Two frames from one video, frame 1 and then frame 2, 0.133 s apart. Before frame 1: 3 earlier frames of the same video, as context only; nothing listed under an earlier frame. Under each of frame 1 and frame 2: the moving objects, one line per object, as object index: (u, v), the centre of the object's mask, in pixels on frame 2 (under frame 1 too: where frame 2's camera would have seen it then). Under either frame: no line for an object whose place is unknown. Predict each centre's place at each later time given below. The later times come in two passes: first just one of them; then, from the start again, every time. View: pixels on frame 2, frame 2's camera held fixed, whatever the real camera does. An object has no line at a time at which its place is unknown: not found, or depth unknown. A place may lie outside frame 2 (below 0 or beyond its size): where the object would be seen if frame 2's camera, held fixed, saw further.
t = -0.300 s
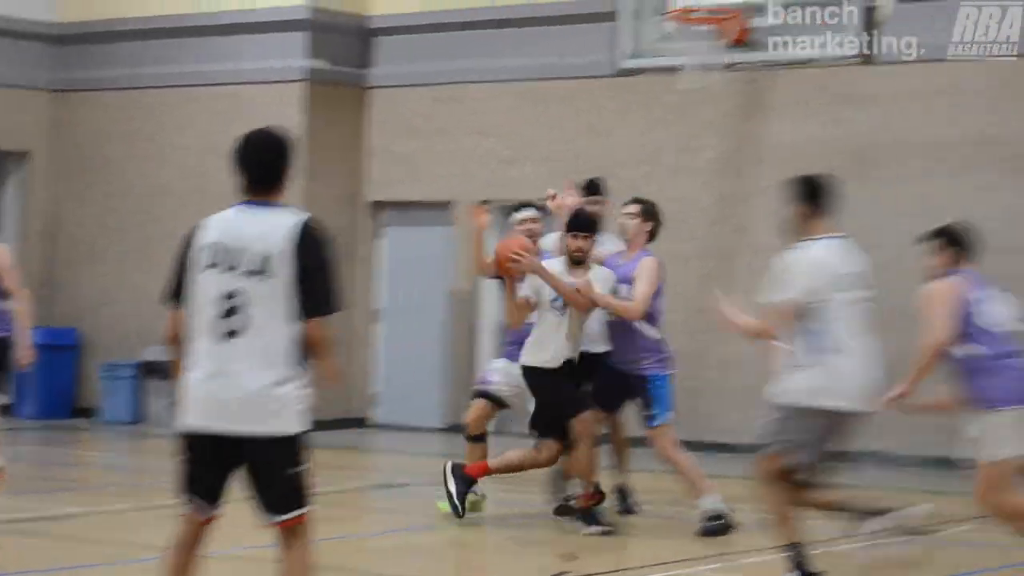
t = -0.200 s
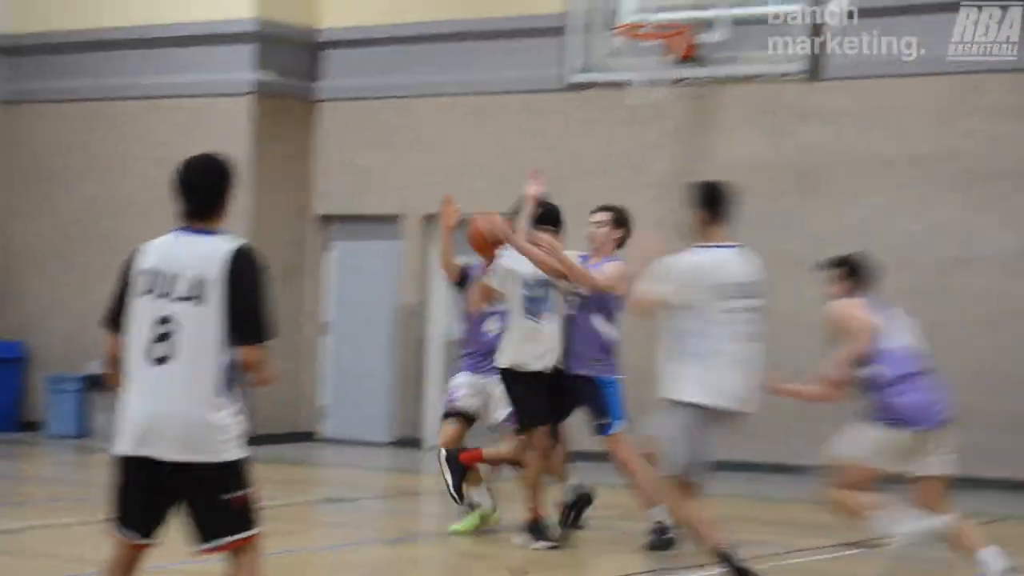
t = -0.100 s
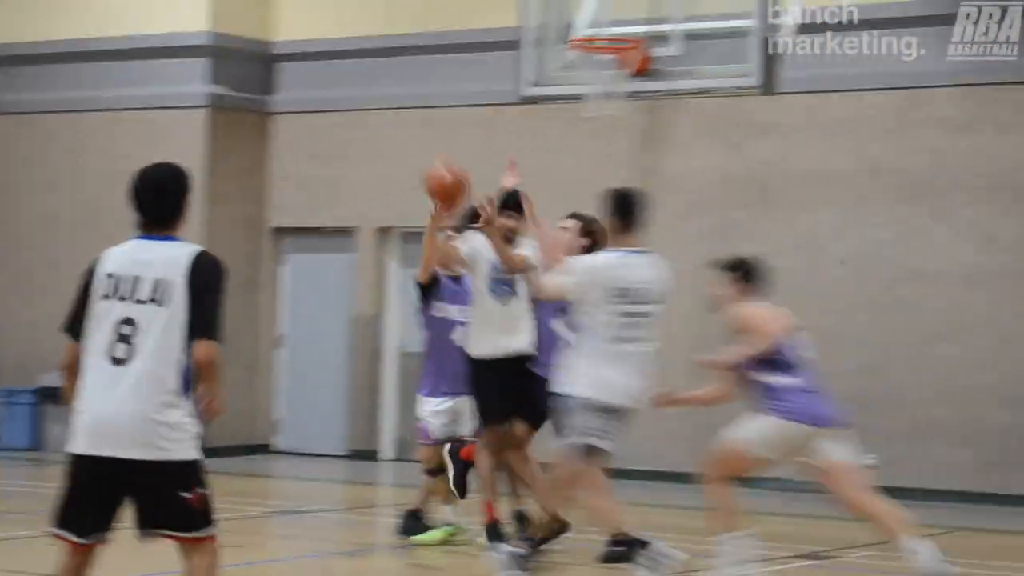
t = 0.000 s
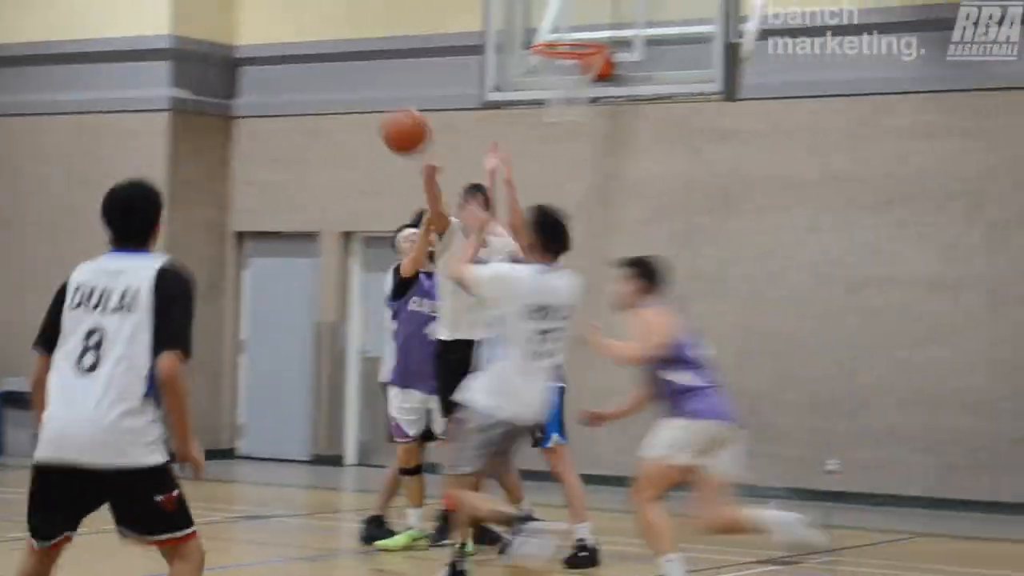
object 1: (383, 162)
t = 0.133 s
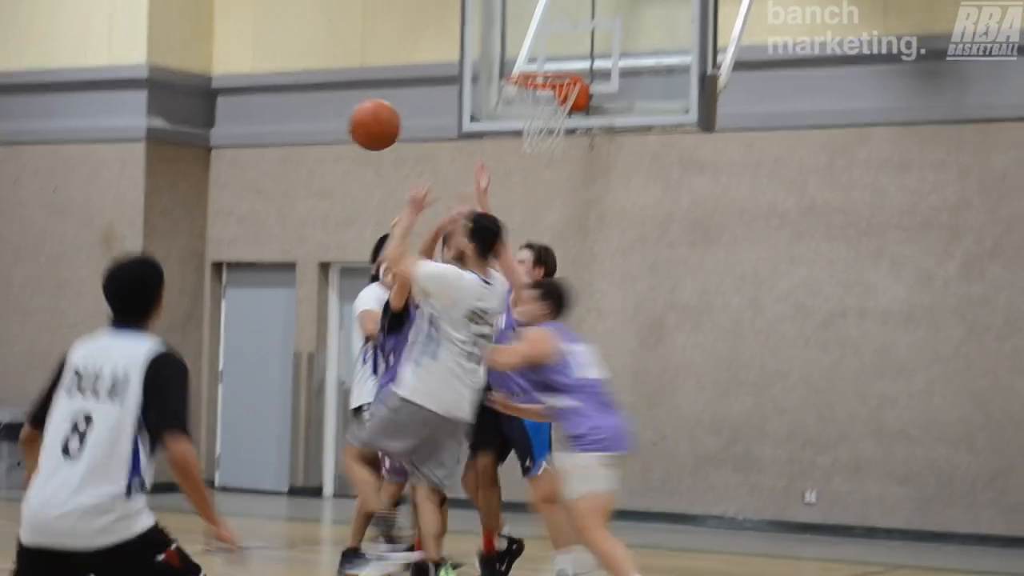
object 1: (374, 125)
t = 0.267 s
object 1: (365, 121)
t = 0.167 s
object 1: (373, 121)
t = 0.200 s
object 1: (371, 119)
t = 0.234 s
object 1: (368, 118)
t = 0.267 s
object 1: (365, 121)
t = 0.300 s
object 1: (362, 126)
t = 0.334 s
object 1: (359, 133)
